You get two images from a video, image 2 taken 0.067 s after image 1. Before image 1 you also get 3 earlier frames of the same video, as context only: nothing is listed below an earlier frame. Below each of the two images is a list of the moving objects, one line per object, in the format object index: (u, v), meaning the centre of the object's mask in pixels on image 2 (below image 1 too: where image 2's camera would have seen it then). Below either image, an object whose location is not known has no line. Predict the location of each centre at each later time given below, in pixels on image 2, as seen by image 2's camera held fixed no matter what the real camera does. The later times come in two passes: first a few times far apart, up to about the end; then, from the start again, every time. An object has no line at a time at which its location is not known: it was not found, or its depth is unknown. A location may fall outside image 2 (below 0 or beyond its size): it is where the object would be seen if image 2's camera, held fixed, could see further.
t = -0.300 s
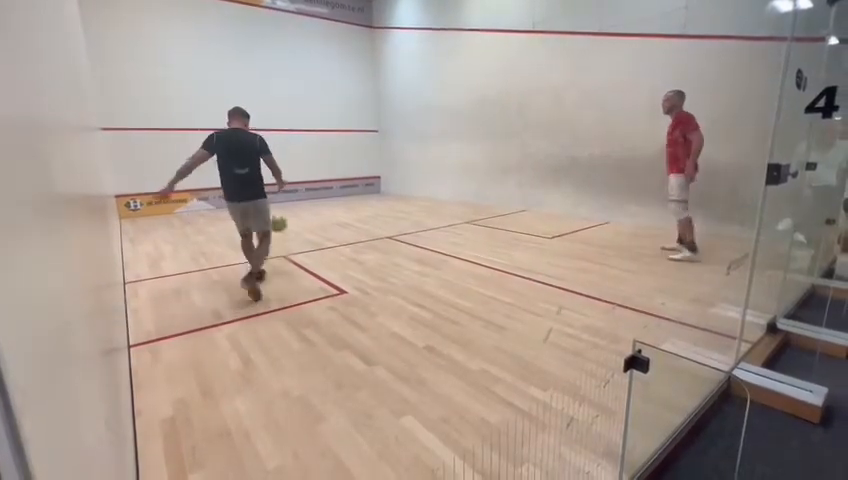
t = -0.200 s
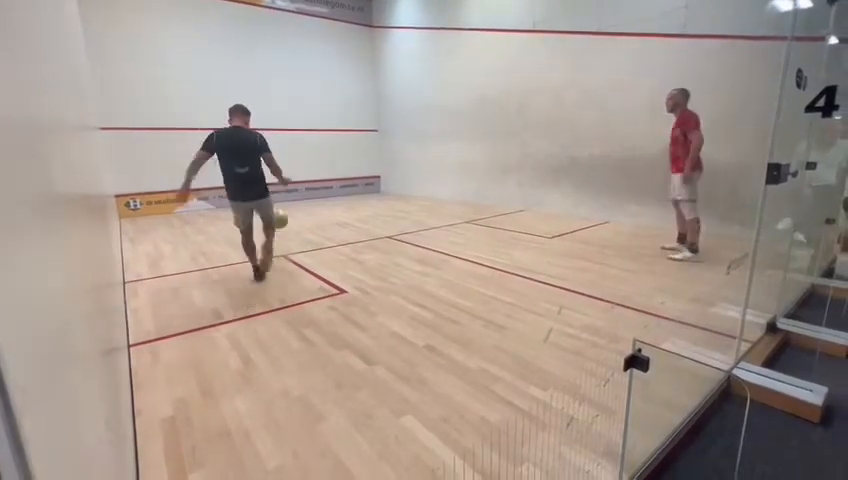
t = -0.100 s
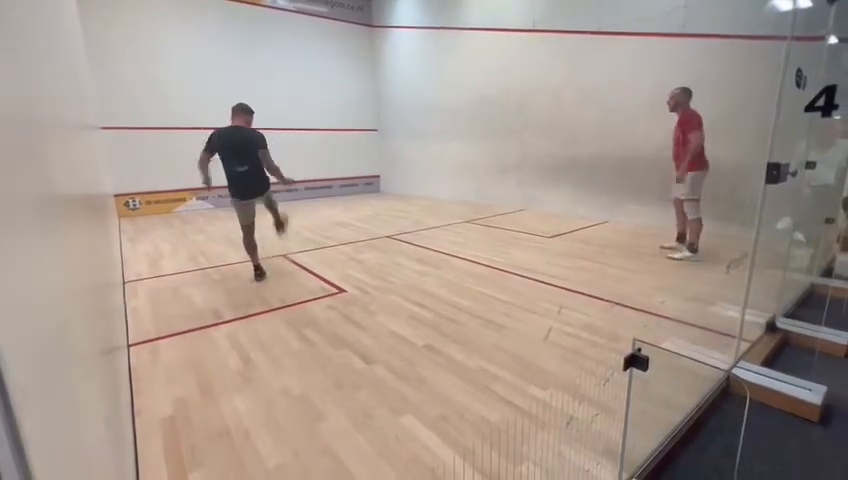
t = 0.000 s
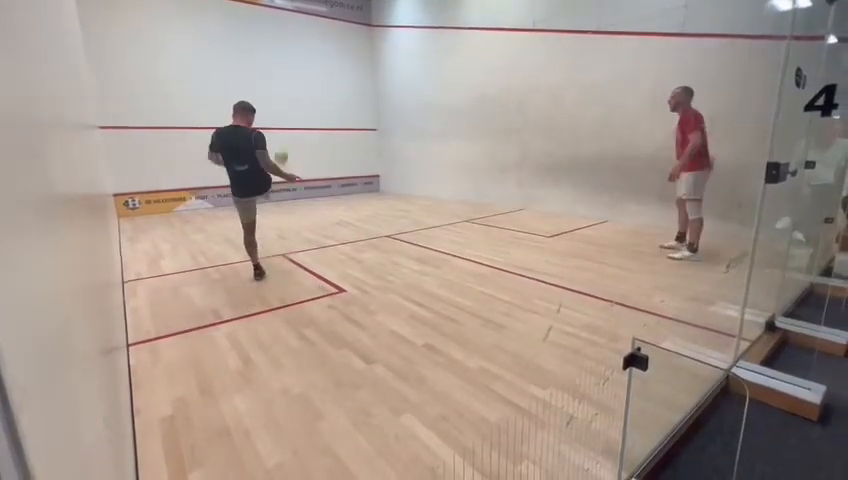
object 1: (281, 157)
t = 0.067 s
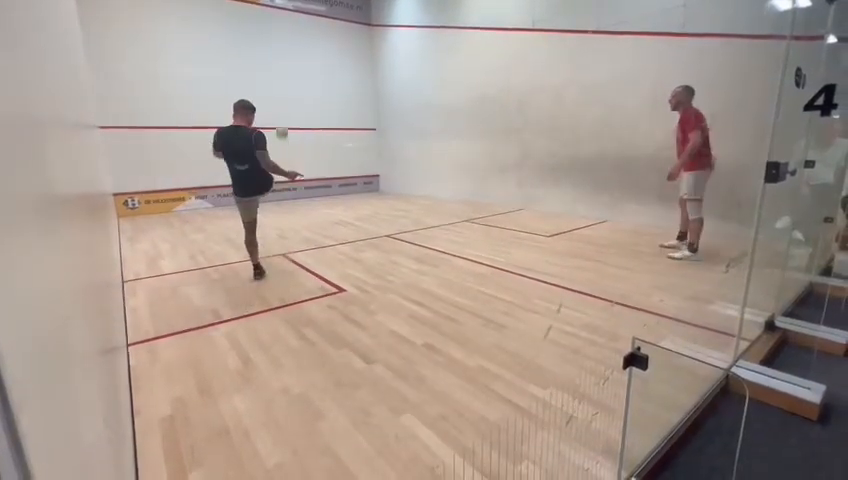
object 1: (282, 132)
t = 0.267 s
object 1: (282, 100)
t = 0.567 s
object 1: (332, 85)
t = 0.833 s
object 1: (414, 97)
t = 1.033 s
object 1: (493, 136)
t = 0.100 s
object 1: (282, 124)
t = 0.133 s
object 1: (283, 117)
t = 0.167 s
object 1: (283, 111)
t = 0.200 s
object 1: (281, 106)
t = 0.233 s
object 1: (281, 103)
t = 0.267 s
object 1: (282, 100)
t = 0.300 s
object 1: (283, 98)
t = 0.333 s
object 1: (284, 97)
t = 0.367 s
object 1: (285, 98)
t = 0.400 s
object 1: (292, 93)
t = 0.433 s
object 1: (300, 91)
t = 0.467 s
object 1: (307, 89)
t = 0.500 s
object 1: (314, 87)
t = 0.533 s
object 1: (323, 86)
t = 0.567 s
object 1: (332, 85)
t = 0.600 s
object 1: (341, 84)
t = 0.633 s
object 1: (350, 84)
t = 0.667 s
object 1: (360, 85)
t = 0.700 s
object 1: (370, 87)
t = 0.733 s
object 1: (381, 88)
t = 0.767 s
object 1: (392, 90)
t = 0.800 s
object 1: (402, 93)
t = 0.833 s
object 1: (414, 97)
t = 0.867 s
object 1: (426, 101)
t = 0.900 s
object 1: (439, 106)
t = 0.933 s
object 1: (452, 112)
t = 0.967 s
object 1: (465, 119)
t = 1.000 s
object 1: (479, 127)
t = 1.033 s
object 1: (493, 136)
